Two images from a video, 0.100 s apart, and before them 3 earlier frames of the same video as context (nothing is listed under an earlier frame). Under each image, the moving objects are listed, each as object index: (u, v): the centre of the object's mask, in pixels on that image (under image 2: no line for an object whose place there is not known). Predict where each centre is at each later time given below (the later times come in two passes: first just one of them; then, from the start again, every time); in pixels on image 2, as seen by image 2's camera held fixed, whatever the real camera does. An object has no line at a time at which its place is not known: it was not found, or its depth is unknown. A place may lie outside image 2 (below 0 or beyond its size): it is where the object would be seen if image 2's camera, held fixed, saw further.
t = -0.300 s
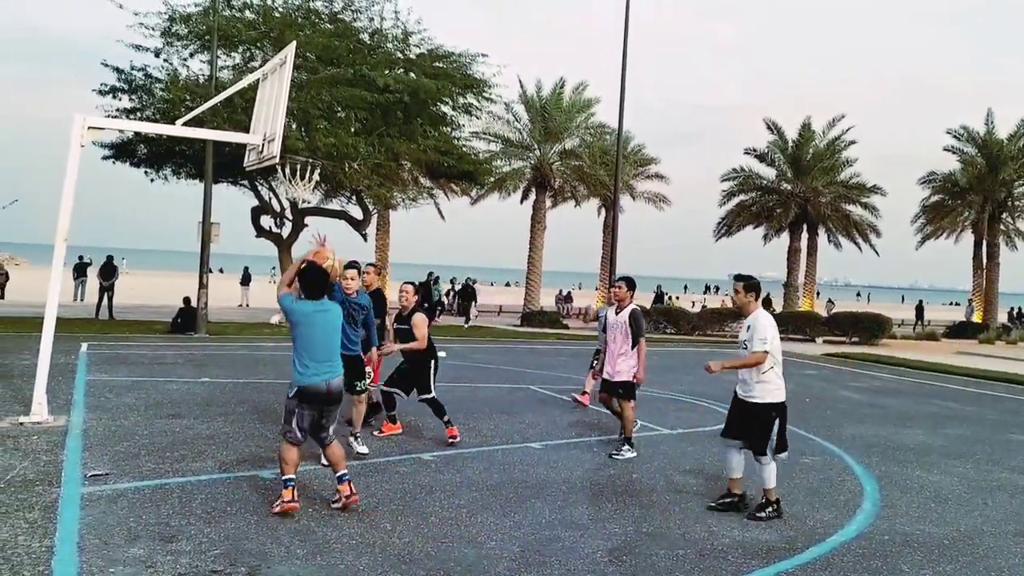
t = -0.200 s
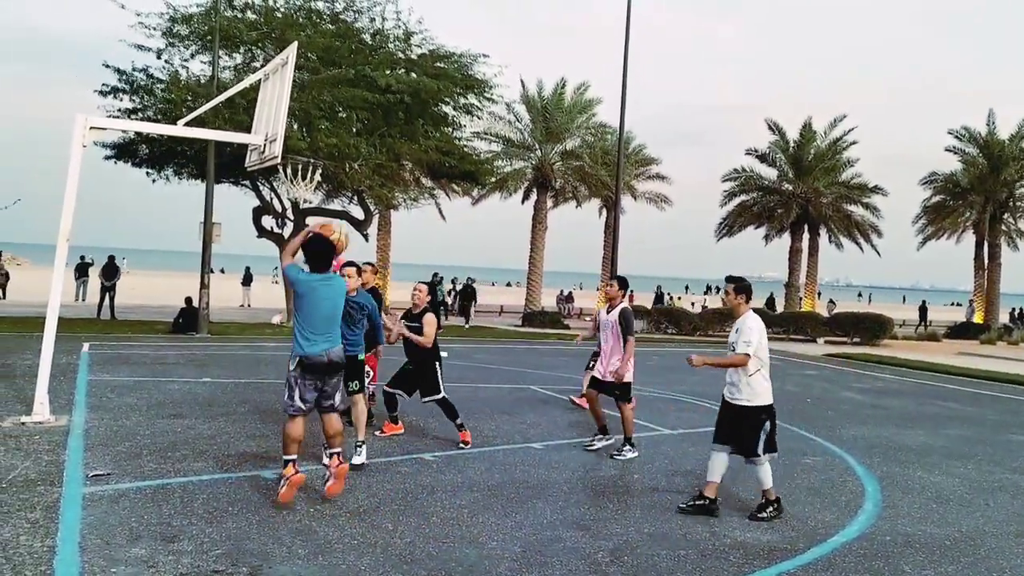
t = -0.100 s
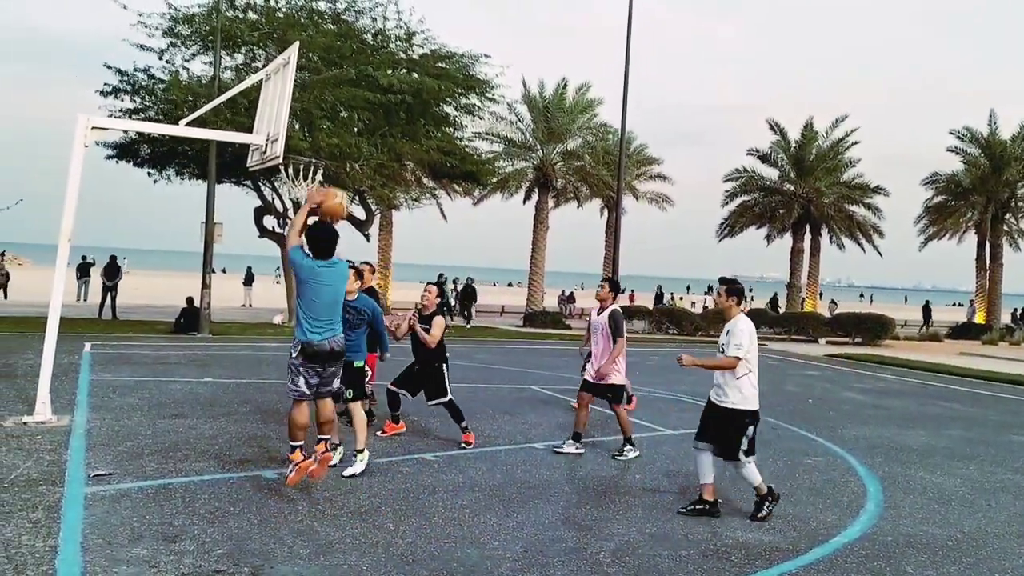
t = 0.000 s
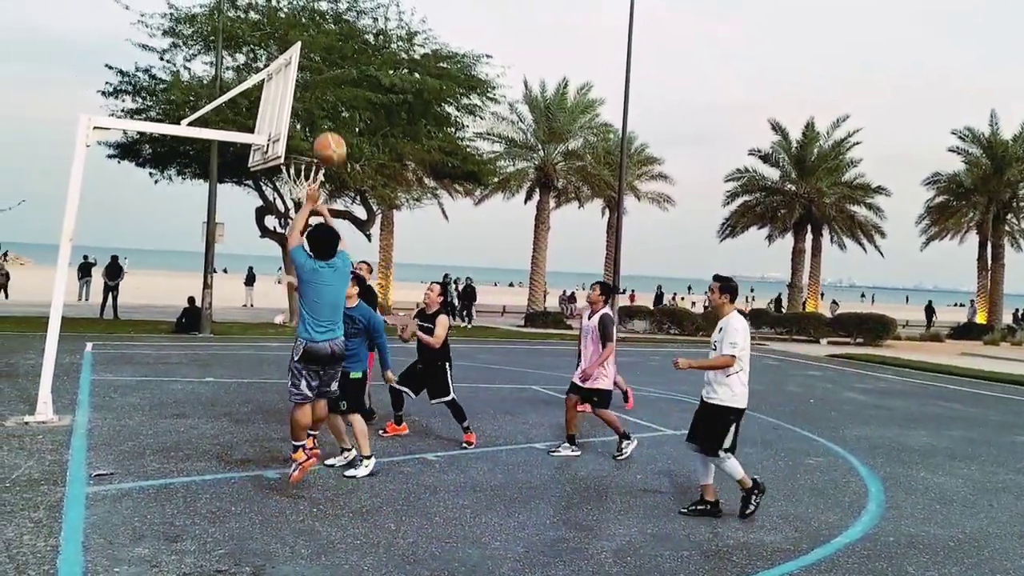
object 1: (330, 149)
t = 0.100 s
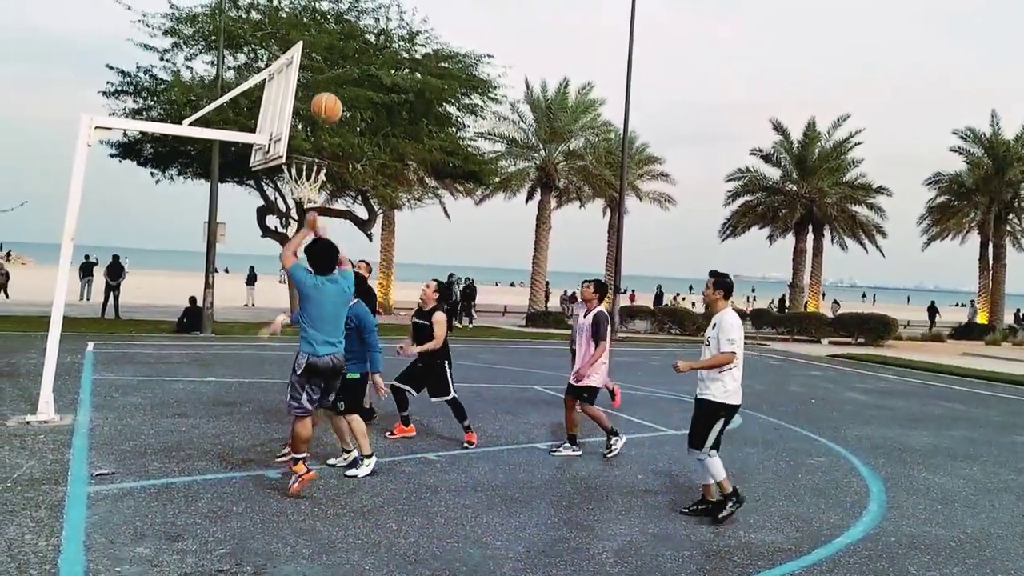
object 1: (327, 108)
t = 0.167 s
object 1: (324, 89)
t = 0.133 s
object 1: (325, 98)
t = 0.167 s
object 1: (324, 89)
